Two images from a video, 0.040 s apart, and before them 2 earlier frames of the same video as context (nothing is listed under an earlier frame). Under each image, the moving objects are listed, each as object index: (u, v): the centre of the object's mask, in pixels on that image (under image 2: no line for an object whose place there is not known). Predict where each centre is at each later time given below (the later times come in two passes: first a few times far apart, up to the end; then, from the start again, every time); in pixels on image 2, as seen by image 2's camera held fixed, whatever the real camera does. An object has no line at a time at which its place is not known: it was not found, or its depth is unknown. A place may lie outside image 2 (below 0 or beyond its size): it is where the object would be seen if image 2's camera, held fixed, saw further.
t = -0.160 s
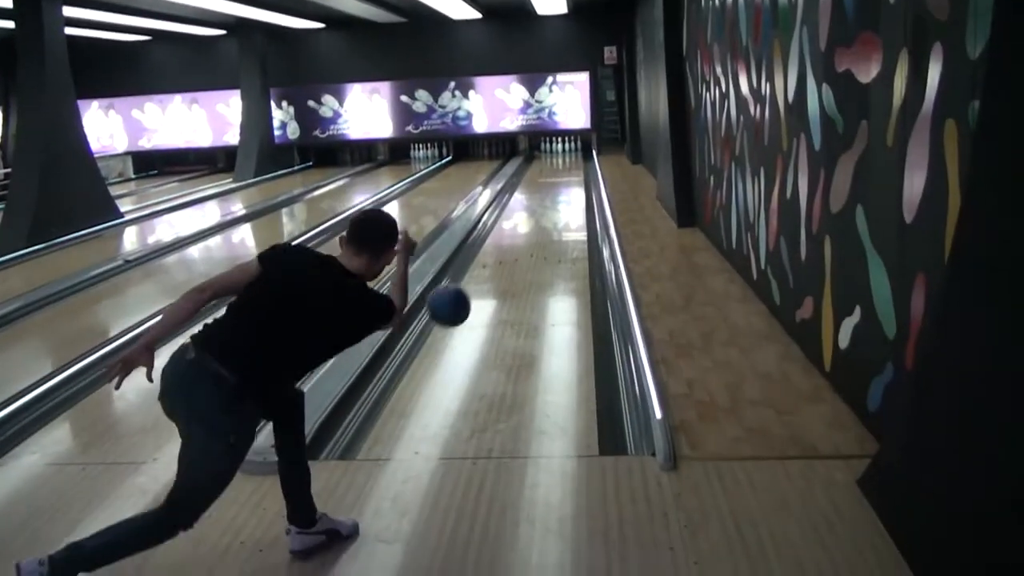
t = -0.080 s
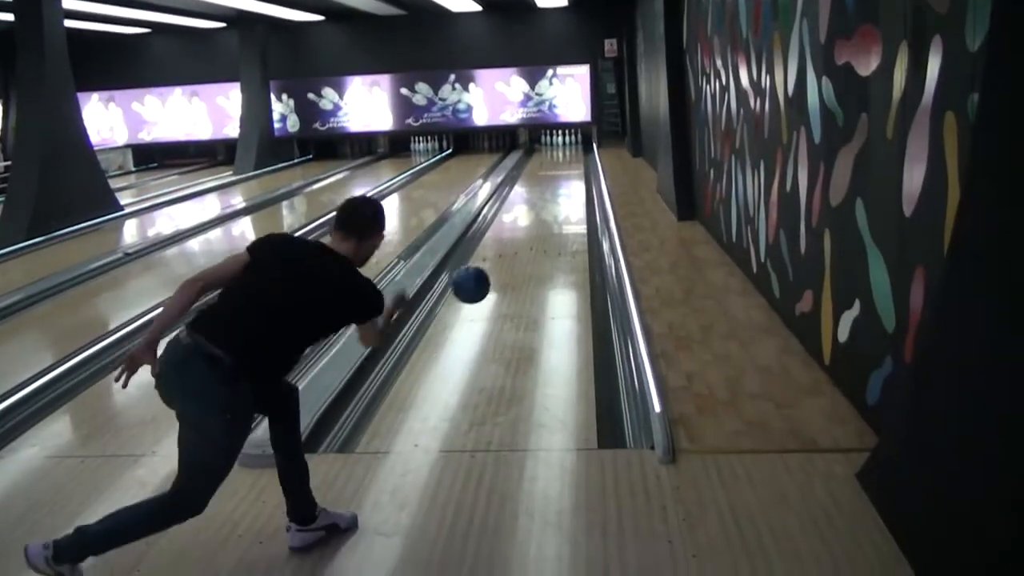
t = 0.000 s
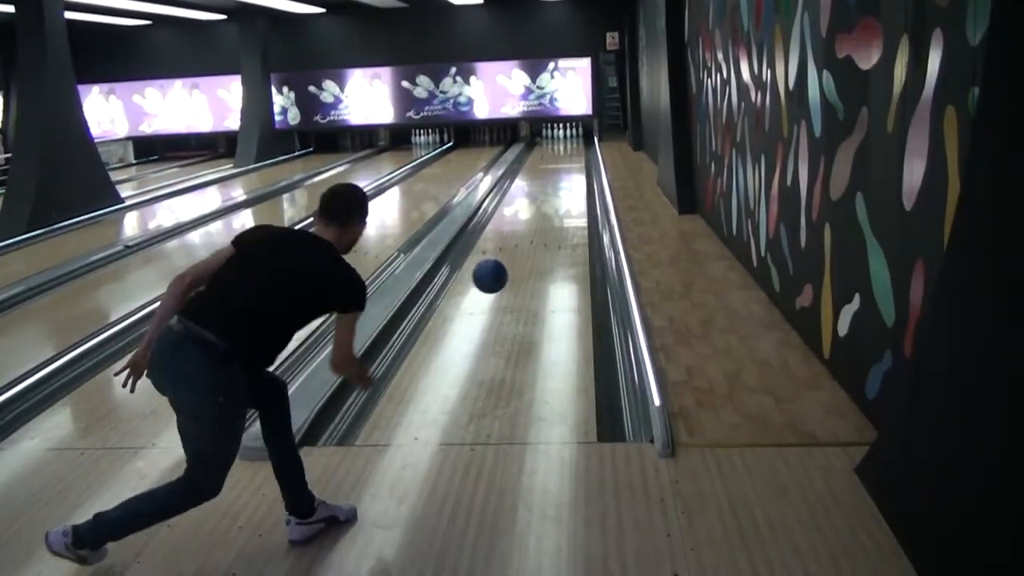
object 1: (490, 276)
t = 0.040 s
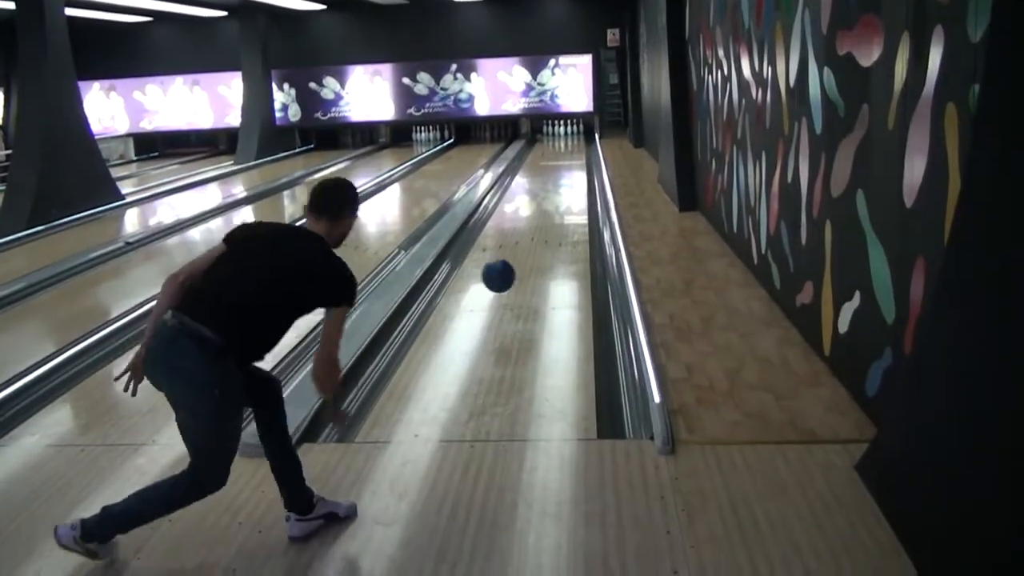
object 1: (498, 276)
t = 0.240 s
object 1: (529, 259)
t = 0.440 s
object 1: (547, 229)
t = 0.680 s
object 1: (561, 204)
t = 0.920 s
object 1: (571, 186)
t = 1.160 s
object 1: (577, 172)
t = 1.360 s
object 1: (581, 164)
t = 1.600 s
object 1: (583, 155)
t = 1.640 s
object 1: (583, 154)
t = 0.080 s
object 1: (506, 281)
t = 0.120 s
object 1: (513, 282)
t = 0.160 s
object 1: (519, 273)
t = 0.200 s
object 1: (524, 266)
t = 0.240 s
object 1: (529, 259)
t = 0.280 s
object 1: (533, 252)
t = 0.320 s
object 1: (537, 245)
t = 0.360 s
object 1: (541, 240)
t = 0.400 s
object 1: (544, 234)
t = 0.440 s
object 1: (547, 229)
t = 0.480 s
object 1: (550, 224)
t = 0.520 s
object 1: (553, 220)
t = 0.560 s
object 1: (555, 215)
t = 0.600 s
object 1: (557, 211)
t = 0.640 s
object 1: (560, 208)
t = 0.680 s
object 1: (561, 204)
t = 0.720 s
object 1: (563, 201)
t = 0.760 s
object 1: (565, 197)
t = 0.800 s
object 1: (567, 194)
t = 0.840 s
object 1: (568, 191)
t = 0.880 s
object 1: (569, 188)
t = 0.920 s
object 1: (571, 186)
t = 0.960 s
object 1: (572, 183)
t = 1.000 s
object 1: (573, 181)
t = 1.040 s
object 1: (574, 179)
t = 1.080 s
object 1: (575, 176)
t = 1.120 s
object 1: (576, 174)
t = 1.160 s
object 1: (577, 172)
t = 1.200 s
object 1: (578, 170)
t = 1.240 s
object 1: (579, 169)
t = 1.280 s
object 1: (580, 167)
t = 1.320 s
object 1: (580, 165)
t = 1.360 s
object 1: (581, 164)
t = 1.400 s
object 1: (582, 162)
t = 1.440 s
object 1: (582, 161)
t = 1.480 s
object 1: (582, 159)
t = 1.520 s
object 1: (583, 158)
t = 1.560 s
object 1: (583, 156)
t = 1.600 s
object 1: (583, 155)
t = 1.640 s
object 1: (583, 154)
